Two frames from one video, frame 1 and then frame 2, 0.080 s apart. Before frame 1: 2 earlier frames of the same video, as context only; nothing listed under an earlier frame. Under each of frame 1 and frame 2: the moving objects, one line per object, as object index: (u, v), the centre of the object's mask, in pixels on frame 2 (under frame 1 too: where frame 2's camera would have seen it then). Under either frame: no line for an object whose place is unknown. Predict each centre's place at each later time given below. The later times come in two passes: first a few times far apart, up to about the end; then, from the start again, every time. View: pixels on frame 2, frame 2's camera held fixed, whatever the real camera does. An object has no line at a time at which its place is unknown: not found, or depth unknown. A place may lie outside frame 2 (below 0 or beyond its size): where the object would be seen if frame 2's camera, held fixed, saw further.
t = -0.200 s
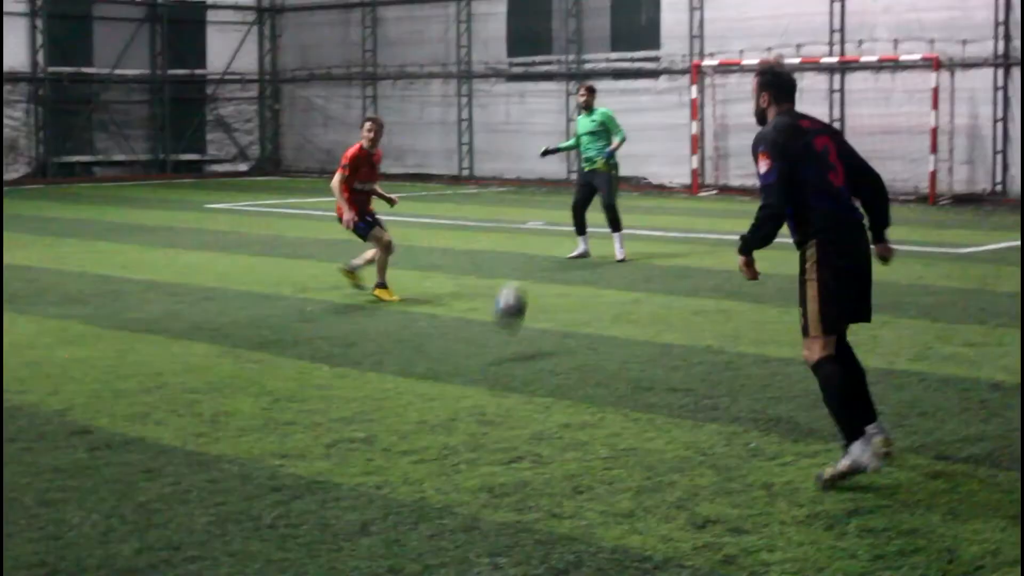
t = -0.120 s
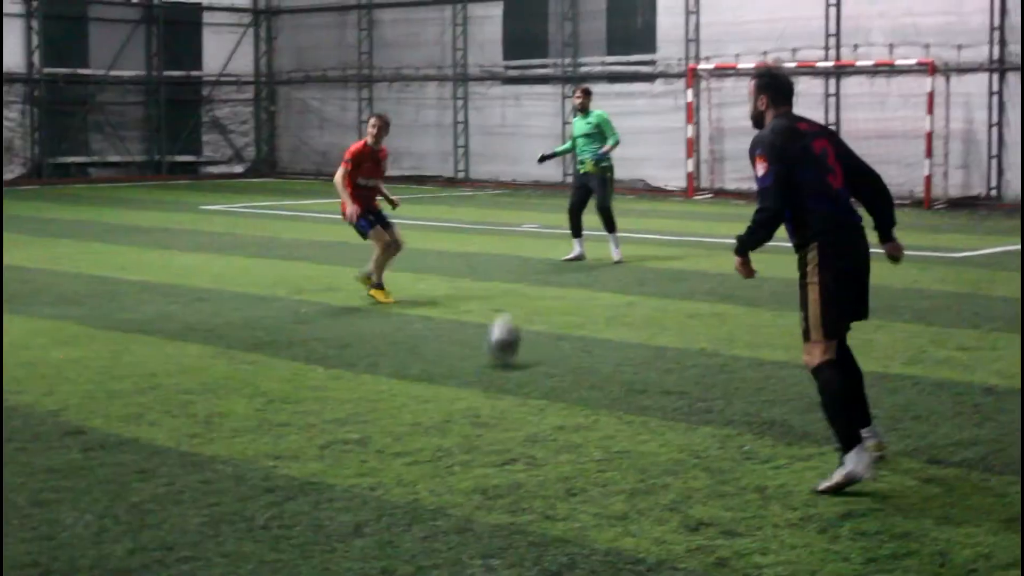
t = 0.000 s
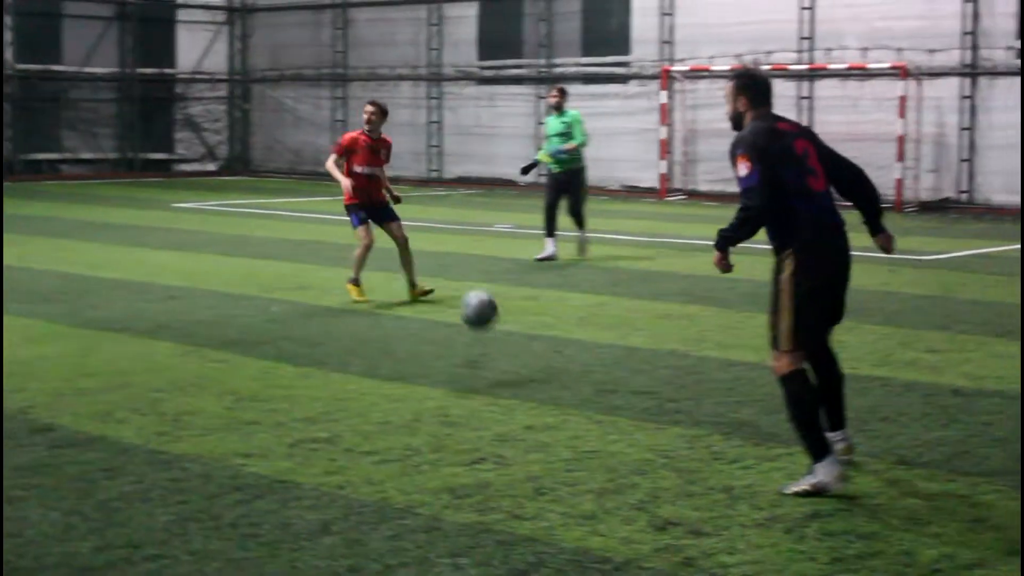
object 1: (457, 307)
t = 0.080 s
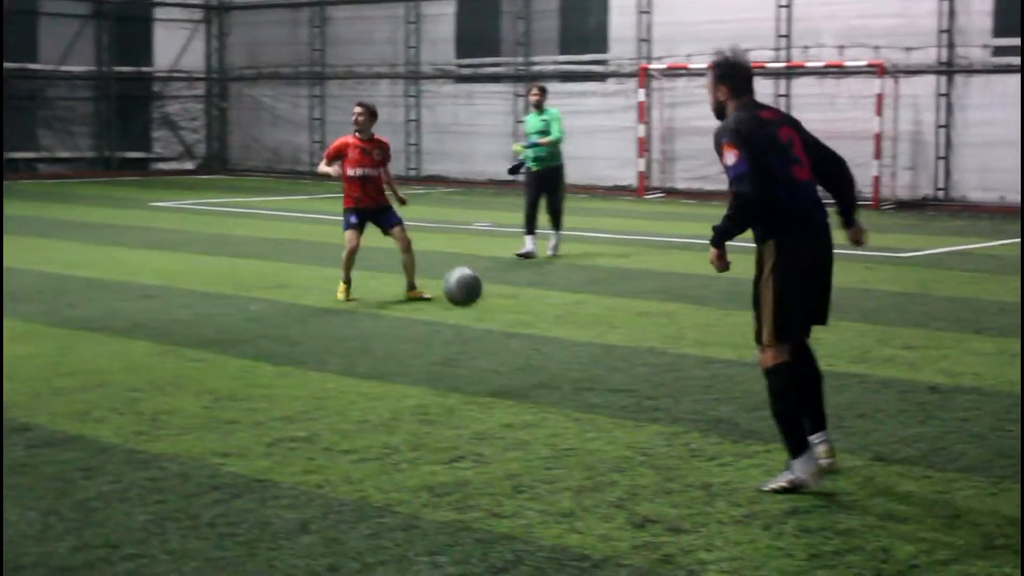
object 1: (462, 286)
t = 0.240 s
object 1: (474, 279)
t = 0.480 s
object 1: (495, 374)
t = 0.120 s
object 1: (465, 280)
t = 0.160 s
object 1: (468, 277)
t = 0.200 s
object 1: (470, 277)
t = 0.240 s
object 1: (474, 279)
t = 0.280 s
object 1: (477, 285)
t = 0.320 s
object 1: (480, 295)
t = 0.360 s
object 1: (483, 308)
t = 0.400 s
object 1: (488, 326)
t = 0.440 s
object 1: (491, 349)
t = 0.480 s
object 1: (495, 374)
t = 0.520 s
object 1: (500, 405)
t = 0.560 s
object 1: (504, 425)
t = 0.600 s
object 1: (506, 413)
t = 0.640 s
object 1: (510, 405)
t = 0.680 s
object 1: (514, 401)
